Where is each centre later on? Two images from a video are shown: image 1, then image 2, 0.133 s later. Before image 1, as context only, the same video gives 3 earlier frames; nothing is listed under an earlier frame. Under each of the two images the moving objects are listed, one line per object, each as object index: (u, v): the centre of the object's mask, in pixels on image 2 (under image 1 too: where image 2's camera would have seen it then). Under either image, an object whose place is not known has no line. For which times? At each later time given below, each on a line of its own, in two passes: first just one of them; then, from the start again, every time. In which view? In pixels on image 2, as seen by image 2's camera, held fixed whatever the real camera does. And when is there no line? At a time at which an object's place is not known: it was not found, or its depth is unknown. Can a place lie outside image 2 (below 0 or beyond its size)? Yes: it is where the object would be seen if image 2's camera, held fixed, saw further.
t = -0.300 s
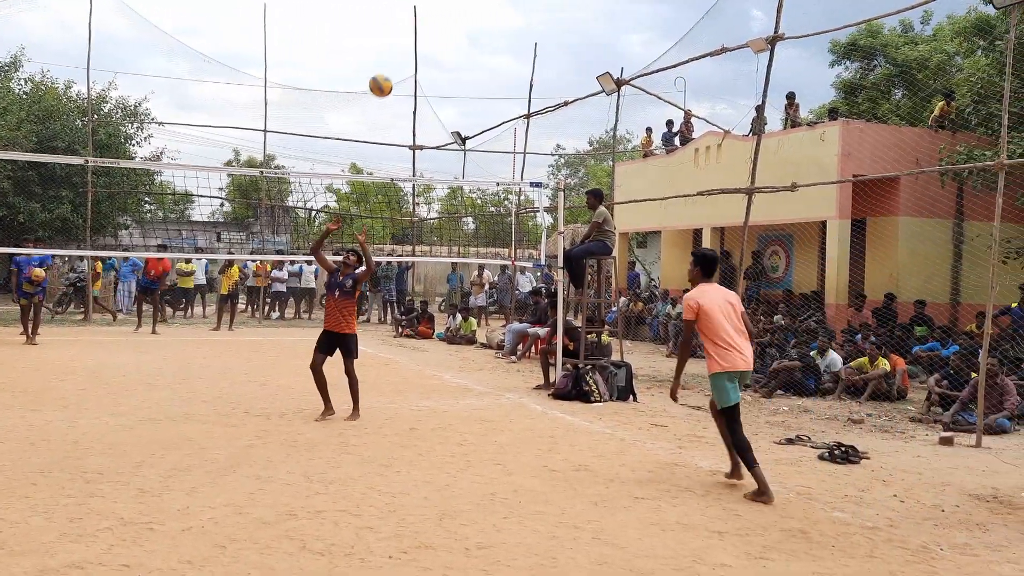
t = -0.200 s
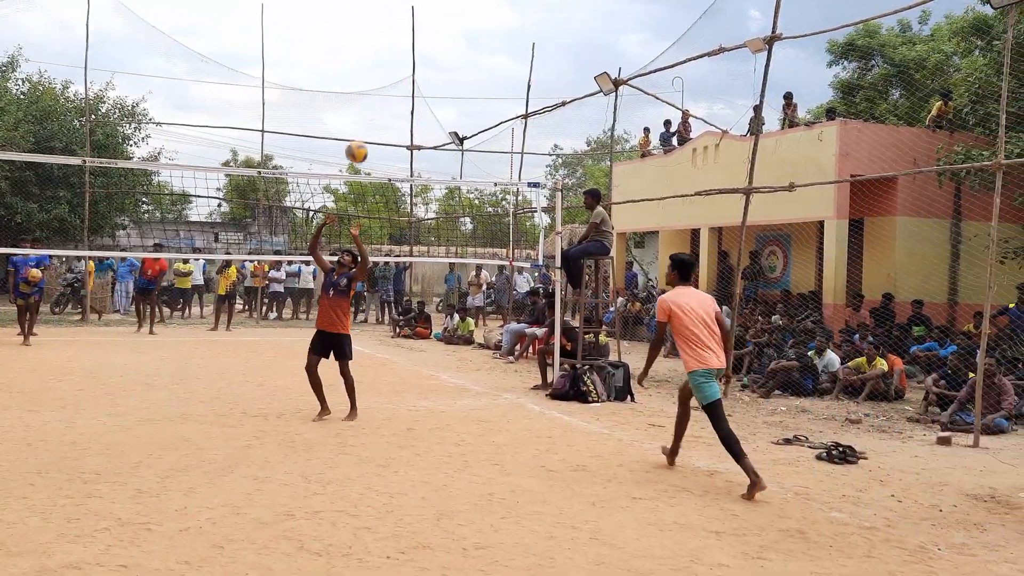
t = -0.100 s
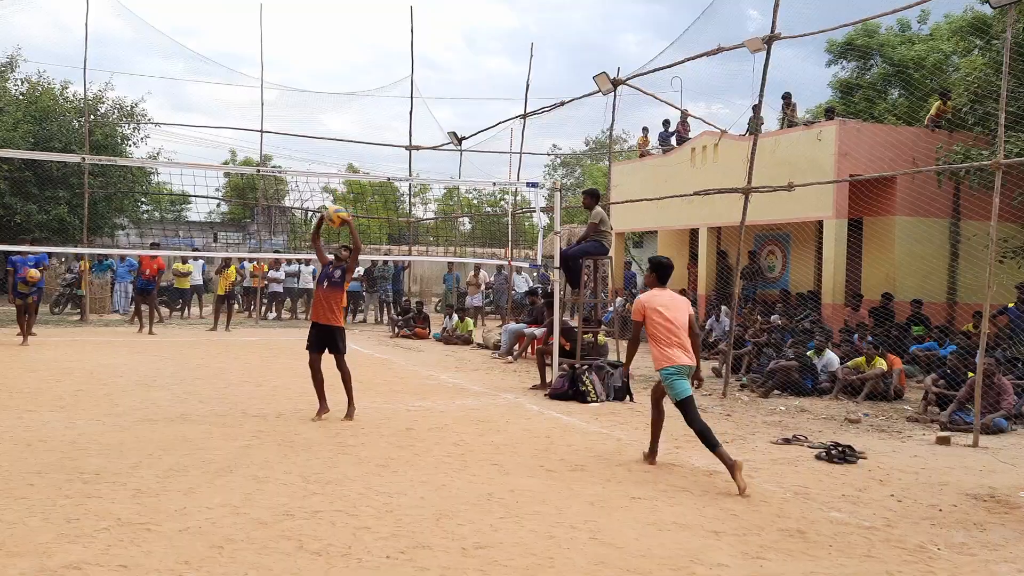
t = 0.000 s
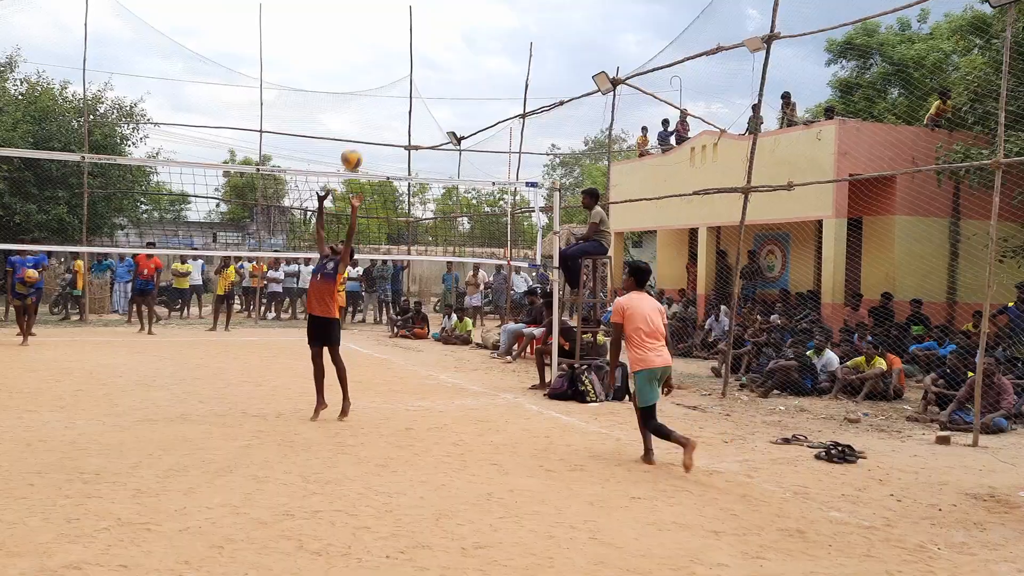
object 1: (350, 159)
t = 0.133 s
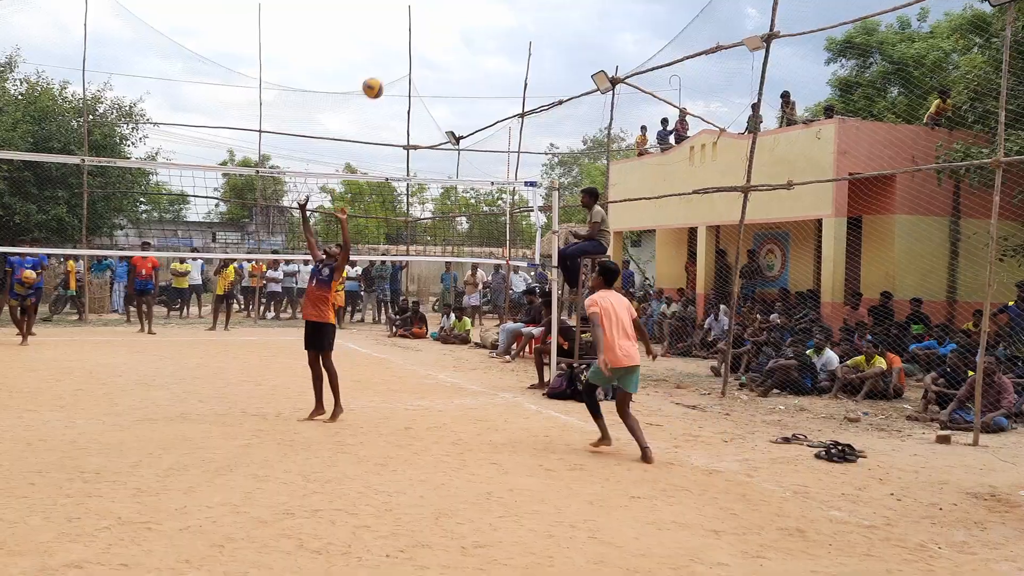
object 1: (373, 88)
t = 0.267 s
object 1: (394, 38)
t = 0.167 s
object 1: (378, 74)
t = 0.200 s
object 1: (384, 61)
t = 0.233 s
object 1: (389, 49)
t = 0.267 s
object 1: (394, 38)
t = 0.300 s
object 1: (399, 29)
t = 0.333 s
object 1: (405, 21)
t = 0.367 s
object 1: (410, 14)
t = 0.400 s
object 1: (415, 9)
